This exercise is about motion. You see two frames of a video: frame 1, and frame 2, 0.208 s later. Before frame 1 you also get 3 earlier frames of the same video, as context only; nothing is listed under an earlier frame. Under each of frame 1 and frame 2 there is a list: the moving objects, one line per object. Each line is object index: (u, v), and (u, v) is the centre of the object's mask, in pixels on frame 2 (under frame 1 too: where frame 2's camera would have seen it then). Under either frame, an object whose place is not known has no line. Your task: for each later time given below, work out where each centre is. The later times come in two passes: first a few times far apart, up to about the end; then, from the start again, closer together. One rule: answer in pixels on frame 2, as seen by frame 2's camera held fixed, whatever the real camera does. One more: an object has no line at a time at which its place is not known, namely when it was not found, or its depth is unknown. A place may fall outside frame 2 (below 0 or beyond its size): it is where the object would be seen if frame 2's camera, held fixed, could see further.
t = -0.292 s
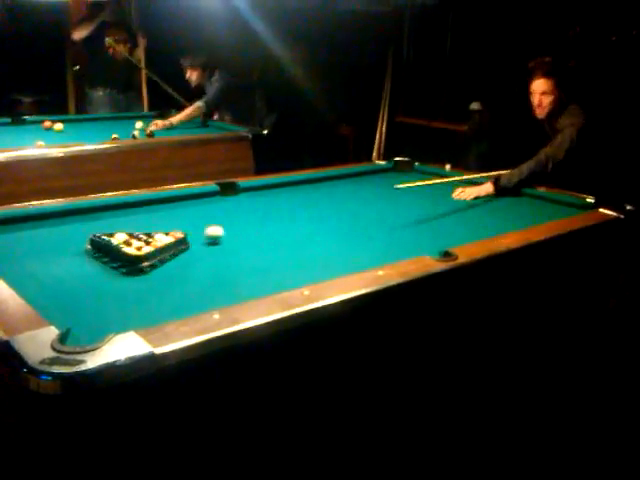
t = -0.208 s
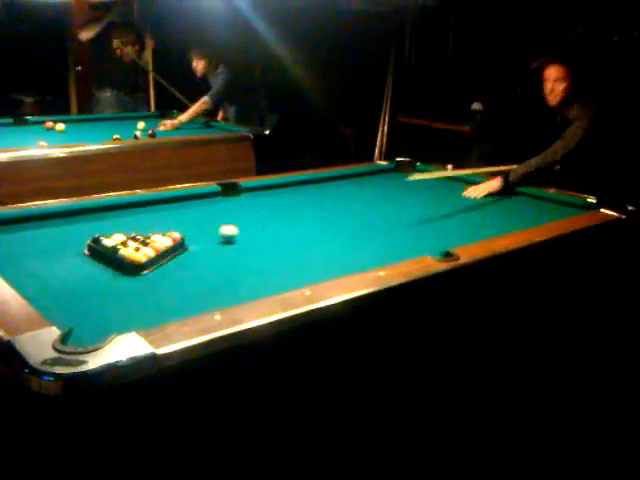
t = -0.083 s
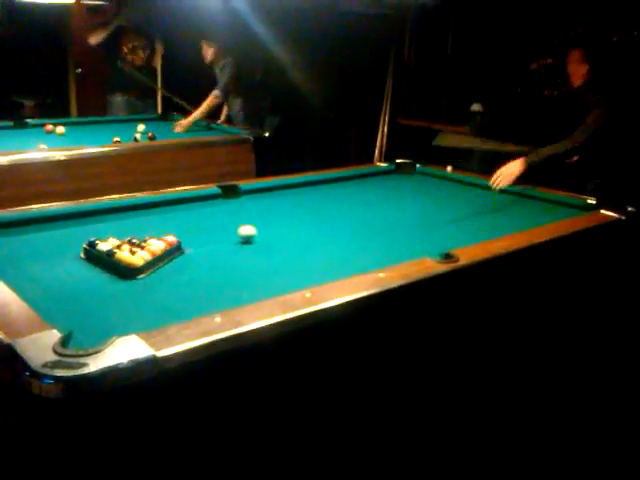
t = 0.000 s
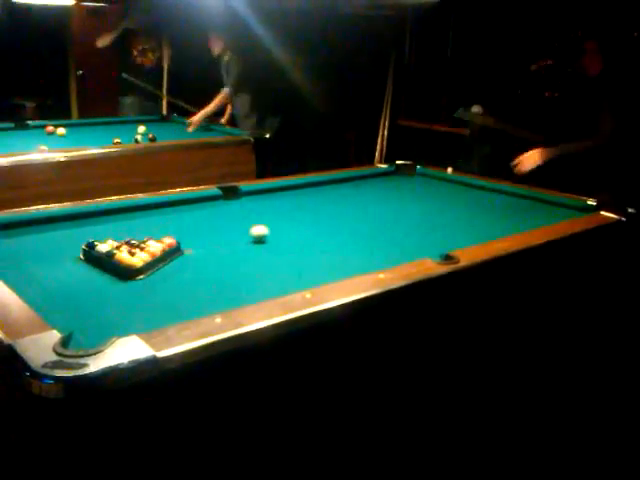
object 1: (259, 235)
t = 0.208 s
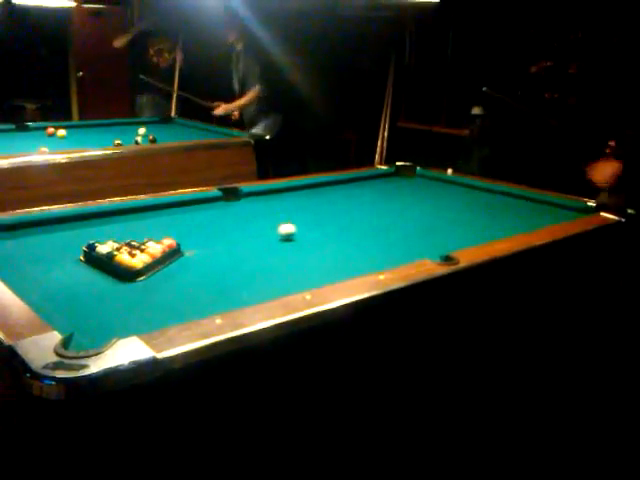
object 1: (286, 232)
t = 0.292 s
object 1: (296, 230)
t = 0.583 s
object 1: (330, 227)
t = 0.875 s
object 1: (361, 222)
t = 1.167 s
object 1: (387, 220)
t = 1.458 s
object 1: (411, 217)
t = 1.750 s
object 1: (432, 214)
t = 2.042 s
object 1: (452, 212)
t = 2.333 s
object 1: (468, 210)
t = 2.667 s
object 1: (483, 208)
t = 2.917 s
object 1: (493, 207)
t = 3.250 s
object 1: (504, 205)
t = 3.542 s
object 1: (512, 204)
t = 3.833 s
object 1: (517, 204)
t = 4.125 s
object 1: (522, 203)
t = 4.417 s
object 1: (525, 203)
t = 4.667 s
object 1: (525, 203)
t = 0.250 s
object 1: (291, 231)
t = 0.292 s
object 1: (296, 230)
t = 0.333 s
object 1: (301, 230)
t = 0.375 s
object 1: (306, 229)
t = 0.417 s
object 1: (312, 229)
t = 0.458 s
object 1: (316, 228)
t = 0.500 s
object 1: (321, 228)
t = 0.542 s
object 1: (326, 227)
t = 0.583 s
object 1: (330, 227)
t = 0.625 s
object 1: (335, 226)
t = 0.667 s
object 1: (339, 226)
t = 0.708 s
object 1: (344, 225)
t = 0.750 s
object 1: (348, 225)
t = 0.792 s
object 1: (352, 224)
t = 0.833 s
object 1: (357, 223)
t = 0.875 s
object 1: (361, 222)
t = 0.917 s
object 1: (364, 222)
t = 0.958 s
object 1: (368, 222)
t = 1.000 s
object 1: (372, 221)
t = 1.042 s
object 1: (376, 221)
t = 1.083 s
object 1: (380, 220)
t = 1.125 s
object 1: (383, 220)
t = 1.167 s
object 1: (387, 220)
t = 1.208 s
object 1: (391, 219)
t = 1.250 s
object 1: (394, 219)
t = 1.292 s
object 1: (397, 218)
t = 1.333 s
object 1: (401, 218)
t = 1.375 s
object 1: (404, 218)
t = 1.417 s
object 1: (407, 217)
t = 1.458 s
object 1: (411, 217)
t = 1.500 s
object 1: (414, 217)
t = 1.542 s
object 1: (417, 216)
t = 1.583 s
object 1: (420, 216)
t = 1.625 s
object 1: (422, 215)
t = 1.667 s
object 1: (425, 215)
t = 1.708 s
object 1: (429, 214)
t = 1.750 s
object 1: (432, 214)
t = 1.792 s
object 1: (437, 213)
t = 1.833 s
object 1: (440, 213)
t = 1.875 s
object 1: (442, 213)
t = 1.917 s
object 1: (445, 212)
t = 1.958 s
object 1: (447, 212)
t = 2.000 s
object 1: (450, 212)
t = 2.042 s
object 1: (452, 212)
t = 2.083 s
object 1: (455, 212)
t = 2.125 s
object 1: (457, 211)
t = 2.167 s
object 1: (460, 211)
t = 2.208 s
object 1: (462, 211)
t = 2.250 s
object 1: (464, 210)
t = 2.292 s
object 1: (466, 210)
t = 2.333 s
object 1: (468, 210)
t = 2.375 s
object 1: (470, 209)
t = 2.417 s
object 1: (472, 209)
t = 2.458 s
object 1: (474, 209)
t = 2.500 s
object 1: (476, 209)
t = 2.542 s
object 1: (478, 209)
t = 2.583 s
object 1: (480, 208)
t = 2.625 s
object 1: (481, 208)
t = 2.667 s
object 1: (483, 208)
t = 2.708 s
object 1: (485, 207)
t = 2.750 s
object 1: (486, 207)
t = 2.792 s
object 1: (488, 207)
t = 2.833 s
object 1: (490, 207)
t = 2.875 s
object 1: (491, 207)
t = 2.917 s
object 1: (493, 207)
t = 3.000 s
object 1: (496, 206)
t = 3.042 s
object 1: (497, 206)
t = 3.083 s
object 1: (498, 206)
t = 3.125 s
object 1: (500, 206)
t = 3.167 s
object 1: (501, 206)
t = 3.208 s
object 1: (503, 206)
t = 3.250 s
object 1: (504, 205)
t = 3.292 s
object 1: (505, 205)
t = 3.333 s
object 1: (506, 205)
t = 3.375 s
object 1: (507, 205)
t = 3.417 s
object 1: (508, 205)
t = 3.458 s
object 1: (510, 205)
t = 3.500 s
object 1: (510, 205)
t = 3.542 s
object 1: (512, 204)
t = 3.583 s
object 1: (513, 204)
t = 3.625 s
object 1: (514, 204)
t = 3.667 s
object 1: (514, 204)
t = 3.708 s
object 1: (515, 204)
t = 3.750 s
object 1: (516, 204)
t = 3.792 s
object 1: (517, 204)
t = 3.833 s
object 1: (517, 204)
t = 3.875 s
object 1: (518, 204)
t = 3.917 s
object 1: (519, 204)
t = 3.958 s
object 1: (519, 204)
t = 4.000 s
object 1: (520, 204)
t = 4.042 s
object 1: (521, 204)
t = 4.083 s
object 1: (521, 203)
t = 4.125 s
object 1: (522, 203)
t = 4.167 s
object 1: (522, 203)
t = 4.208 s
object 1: (523, 203)
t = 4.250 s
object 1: (523, 203)
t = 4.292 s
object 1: (524, 203)
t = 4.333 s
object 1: (524, 203)
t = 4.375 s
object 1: (525, 203)
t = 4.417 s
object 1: (525, 203)
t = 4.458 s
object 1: (525, 203)
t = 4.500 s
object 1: (525, 203)
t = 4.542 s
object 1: (525, 203)
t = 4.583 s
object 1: (525, 203)
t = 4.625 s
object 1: (525, 203)
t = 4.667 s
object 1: (525, 203)
